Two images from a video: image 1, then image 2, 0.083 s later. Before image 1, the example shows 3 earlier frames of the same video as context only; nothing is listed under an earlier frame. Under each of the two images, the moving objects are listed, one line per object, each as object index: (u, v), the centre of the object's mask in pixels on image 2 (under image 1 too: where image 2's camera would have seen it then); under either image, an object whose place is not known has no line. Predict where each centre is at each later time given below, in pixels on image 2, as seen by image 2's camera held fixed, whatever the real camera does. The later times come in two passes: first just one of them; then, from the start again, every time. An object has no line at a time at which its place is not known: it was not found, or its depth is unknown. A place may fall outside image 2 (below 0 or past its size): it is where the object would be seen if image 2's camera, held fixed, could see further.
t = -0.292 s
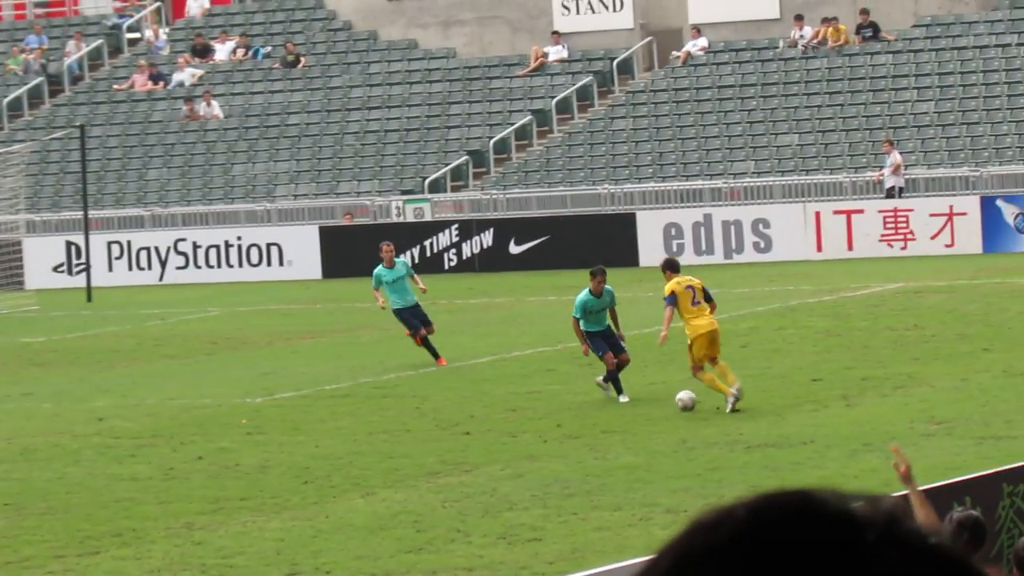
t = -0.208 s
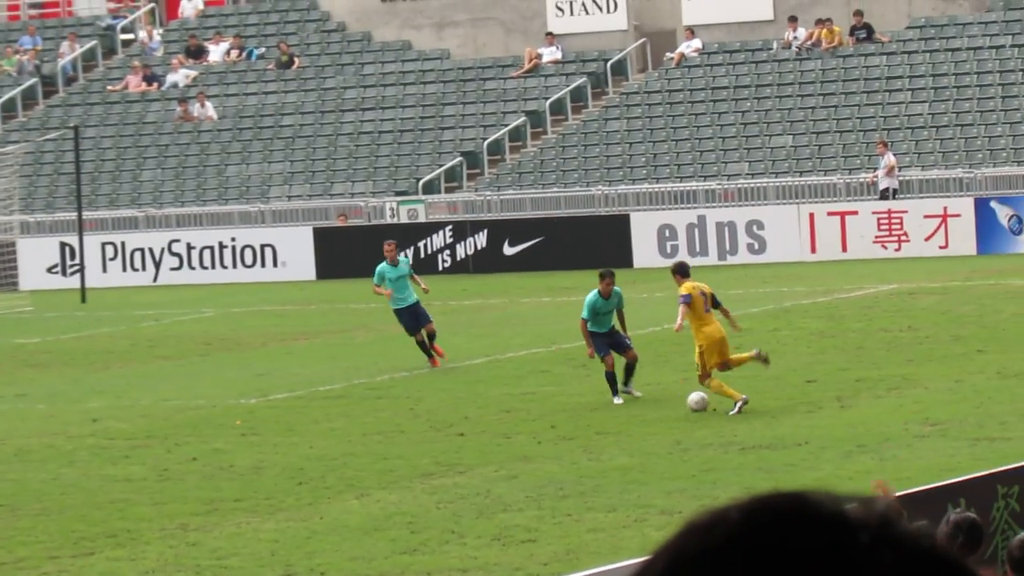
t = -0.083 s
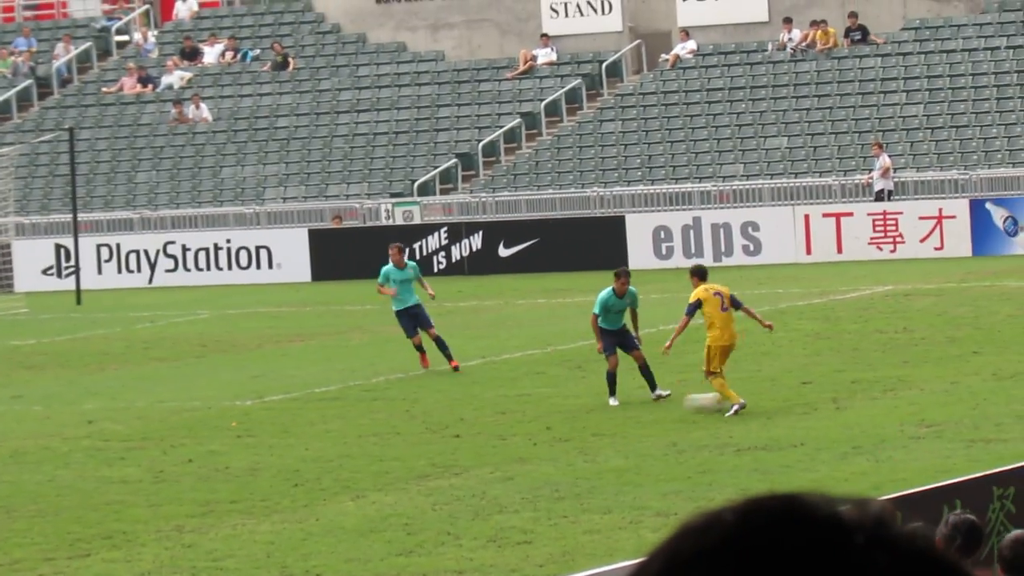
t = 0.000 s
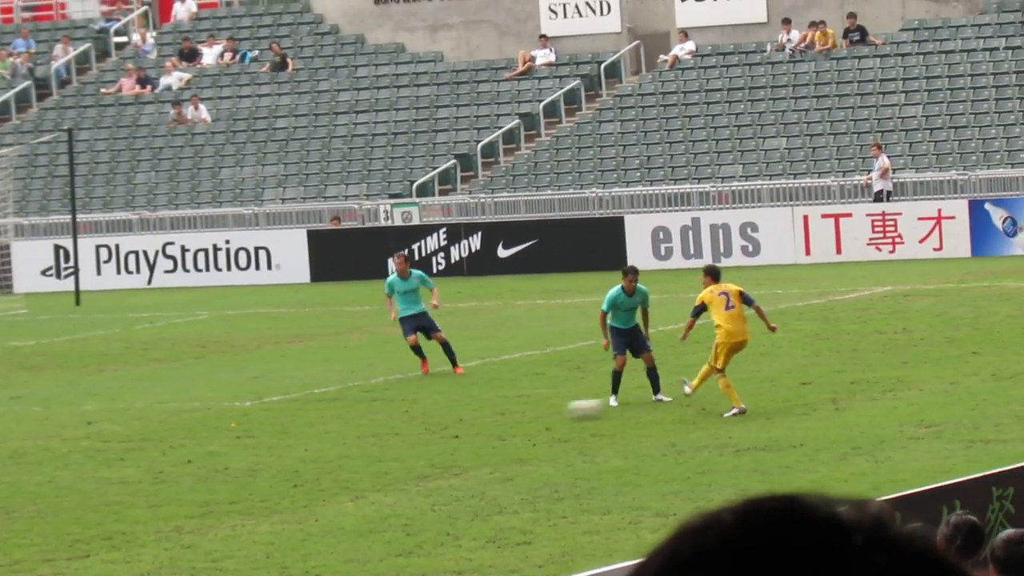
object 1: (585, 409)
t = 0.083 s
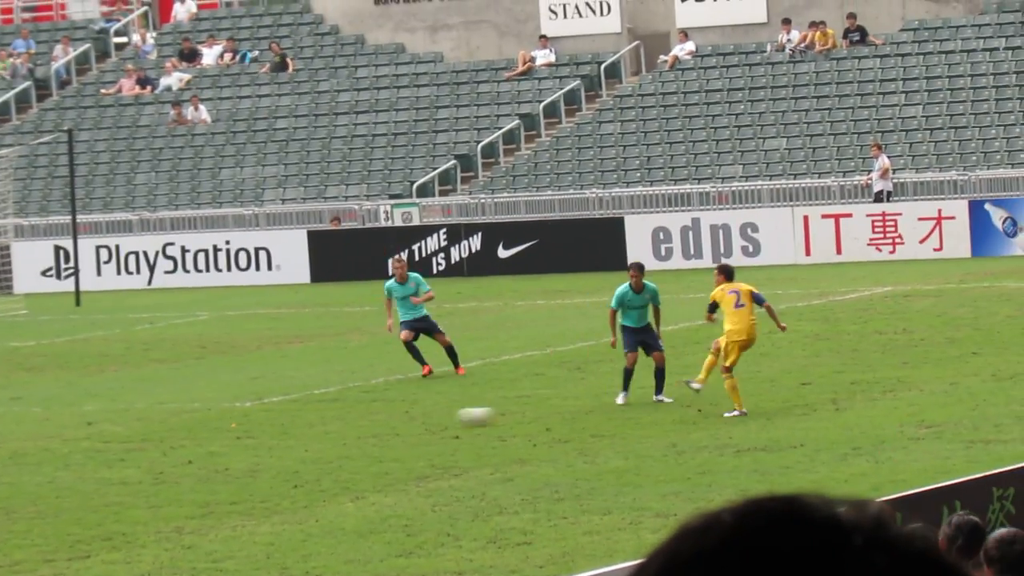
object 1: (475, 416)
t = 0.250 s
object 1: (270, 430)
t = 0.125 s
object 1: (422, 419)
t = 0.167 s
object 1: (371, 421)
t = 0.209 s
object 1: (320, 426)
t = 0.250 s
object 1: (270, 430)
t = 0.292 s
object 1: (222, 431)
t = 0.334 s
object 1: (176, 435)
